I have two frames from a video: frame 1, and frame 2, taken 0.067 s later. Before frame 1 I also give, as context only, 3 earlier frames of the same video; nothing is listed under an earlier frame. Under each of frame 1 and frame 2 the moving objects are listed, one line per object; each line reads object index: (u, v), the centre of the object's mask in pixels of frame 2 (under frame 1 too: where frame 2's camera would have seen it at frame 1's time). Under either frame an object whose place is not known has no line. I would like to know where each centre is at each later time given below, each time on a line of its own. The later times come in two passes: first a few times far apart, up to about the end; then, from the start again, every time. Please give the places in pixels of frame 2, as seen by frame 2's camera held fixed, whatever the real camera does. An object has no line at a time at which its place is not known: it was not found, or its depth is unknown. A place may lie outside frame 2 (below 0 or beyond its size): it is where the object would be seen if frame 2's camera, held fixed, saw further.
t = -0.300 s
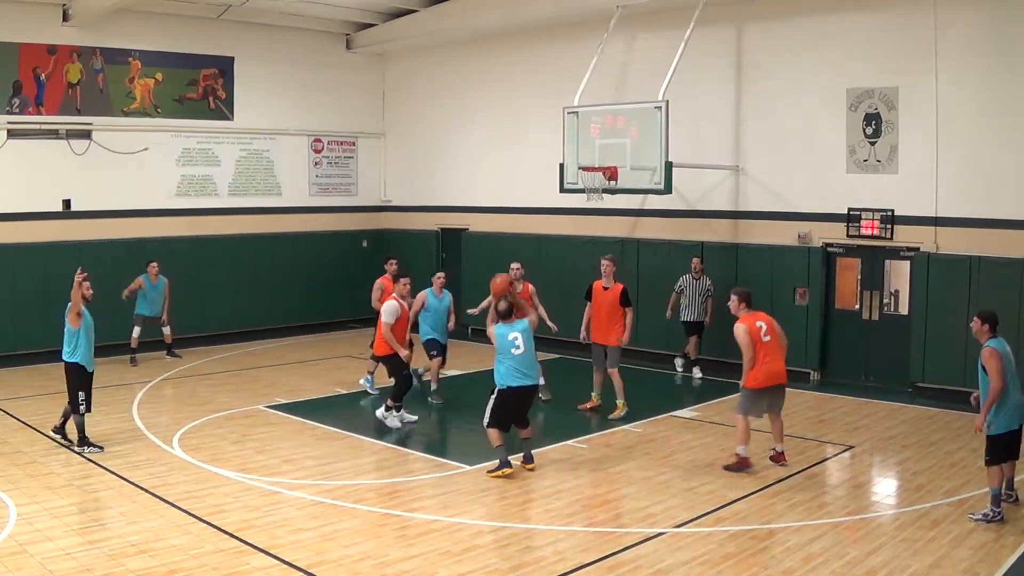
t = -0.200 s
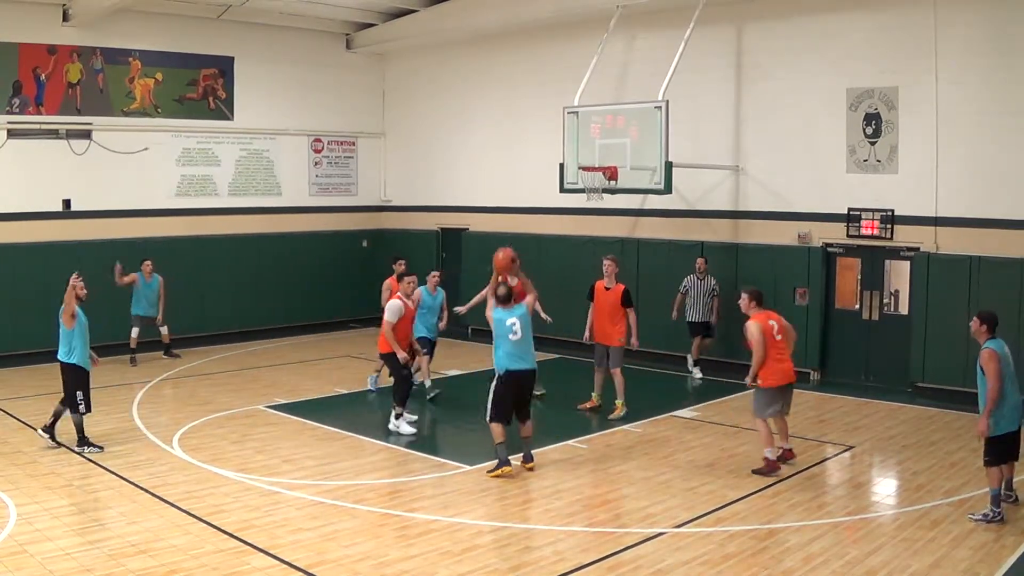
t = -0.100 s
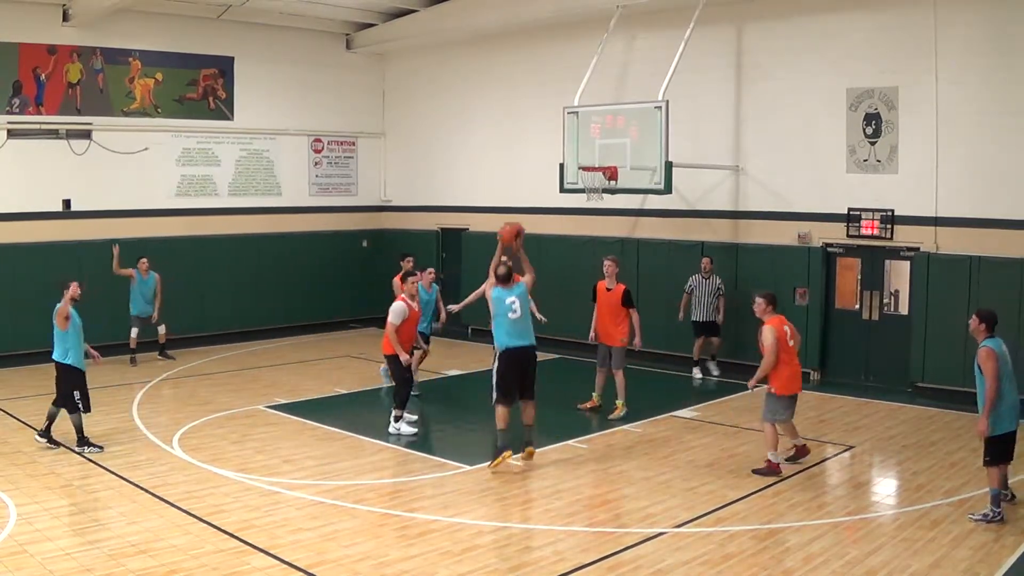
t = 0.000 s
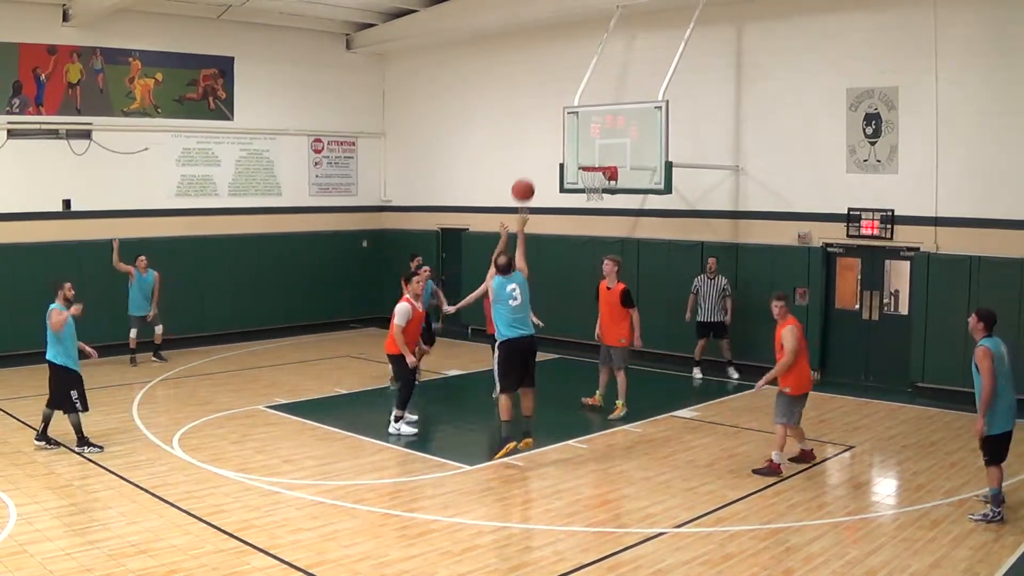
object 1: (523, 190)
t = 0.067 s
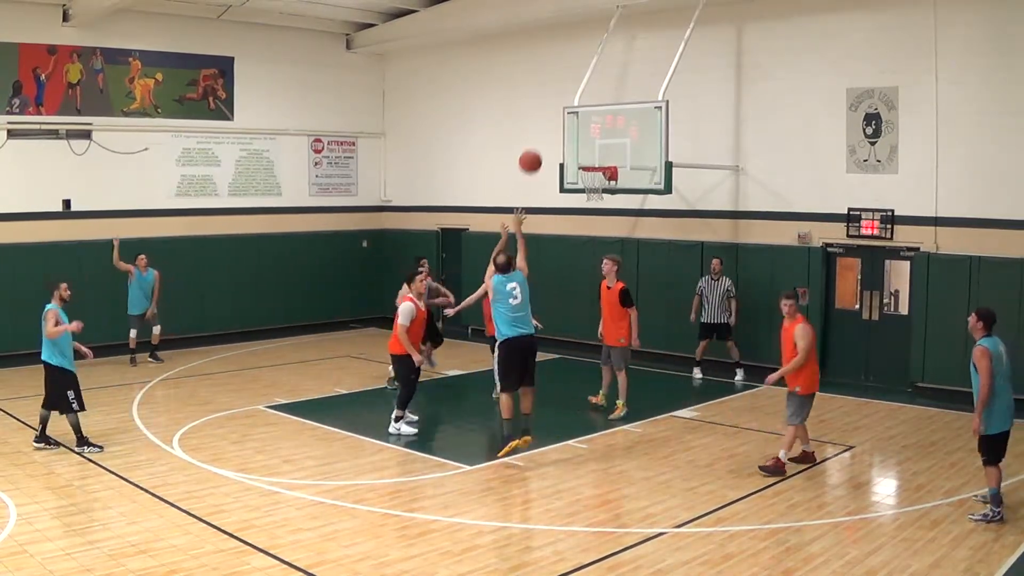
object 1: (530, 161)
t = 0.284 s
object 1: (552, 105)
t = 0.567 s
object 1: (574, 99)
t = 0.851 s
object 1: (591, 151)
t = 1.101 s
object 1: (597, 198)
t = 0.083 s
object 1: (532, 155)
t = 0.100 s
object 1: (534, 149)
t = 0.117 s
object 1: (536, 144)
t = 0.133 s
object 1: (537, 138)
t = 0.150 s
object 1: (539, 133)
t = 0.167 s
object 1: (541, 129)
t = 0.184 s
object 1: (543, 124)
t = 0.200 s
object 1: (544, 120)
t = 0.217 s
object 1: (546, 117)
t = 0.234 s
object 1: (548, 113)
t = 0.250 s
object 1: (549, 110)
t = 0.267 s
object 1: (551, 107)
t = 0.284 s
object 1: (552, 105)
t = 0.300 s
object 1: (554, 102)
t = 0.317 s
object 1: (555, 100)
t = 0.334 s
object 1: (556, 99)
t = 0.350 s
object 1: (558, 97)
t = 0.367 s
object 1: (559, 96)
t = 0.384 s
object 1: (560, 95)
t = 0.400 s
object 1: (562, 94)
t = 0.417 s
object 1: (563, 94)
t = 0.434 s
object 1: (565, 93)
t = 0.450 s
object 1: (566, 93)
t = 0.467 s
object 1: (567, 94)
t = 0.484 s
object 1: (568, 94)
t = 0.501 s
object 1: (569, 95)
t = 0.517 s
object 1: (571, 95)
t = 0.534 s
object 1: (572, 96)
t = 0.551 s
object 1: (573, 97)
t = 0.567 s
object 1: (574, 99)
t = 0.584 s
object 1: (575, 100)
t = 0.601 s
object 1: (576, 102)
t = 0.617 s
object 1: (578, 104)
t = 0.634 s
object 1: (579, 106)
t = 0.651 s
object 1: (580, 109)
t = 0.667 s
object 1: (581, 111)
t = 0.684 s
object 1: (582, 114)
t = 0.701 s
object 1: (583, 117)
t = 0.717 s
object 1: (584, 120)
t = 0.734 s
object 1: (585, 123)
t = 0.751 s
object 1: (586, 127)
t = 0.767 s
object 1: (587, 130)
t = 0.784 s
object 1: (588, 134)
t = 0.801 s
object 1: (589, 138)
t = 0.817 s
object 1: (589, 142)
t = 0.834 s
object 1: (590, 147)
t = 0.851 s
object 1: (591, 151)
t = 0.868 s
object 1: (592, 155)
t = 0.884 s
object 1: (593, 160)
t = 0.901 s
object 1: (594, 165)
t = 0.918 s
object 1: (595, 170)
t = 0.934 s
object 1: (596, 176)
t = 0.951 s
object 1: (595, 179)
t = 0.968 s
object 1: (597, 182)
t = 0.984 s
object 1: (598, 184)
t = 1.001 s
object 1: (598, 185)
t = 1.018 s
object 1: (598, 187)
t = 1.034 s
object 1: (599, 188)
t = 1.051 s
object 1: (598, 190)
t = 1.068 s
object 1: (598, 193)
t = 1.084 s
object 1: (598, 196)
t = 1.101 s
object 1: (597, 198)
